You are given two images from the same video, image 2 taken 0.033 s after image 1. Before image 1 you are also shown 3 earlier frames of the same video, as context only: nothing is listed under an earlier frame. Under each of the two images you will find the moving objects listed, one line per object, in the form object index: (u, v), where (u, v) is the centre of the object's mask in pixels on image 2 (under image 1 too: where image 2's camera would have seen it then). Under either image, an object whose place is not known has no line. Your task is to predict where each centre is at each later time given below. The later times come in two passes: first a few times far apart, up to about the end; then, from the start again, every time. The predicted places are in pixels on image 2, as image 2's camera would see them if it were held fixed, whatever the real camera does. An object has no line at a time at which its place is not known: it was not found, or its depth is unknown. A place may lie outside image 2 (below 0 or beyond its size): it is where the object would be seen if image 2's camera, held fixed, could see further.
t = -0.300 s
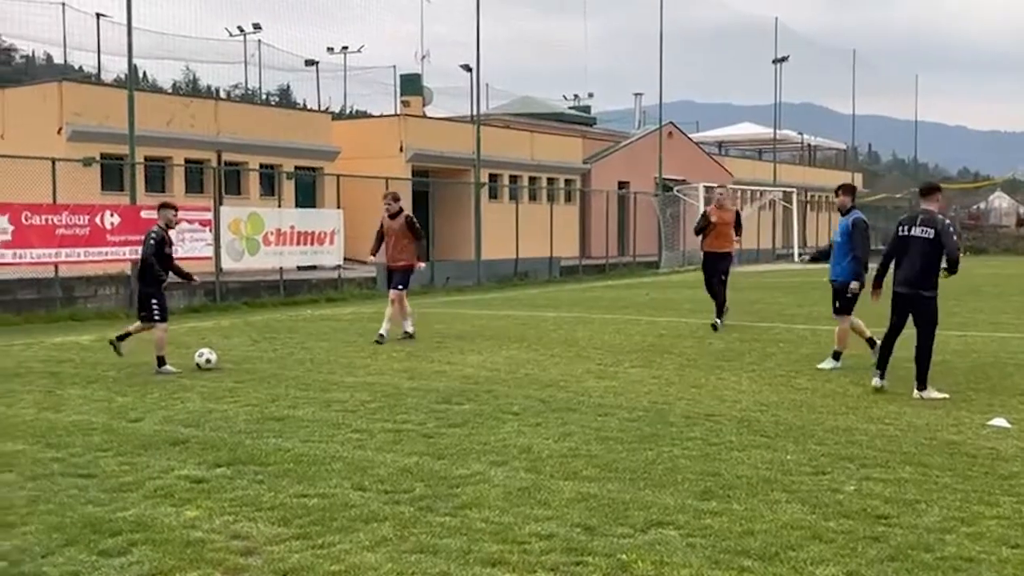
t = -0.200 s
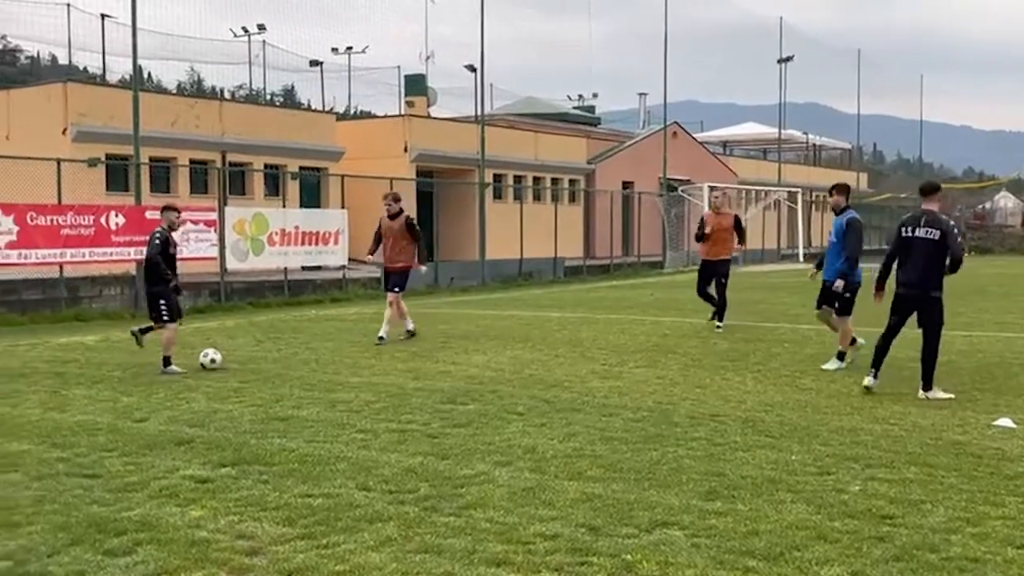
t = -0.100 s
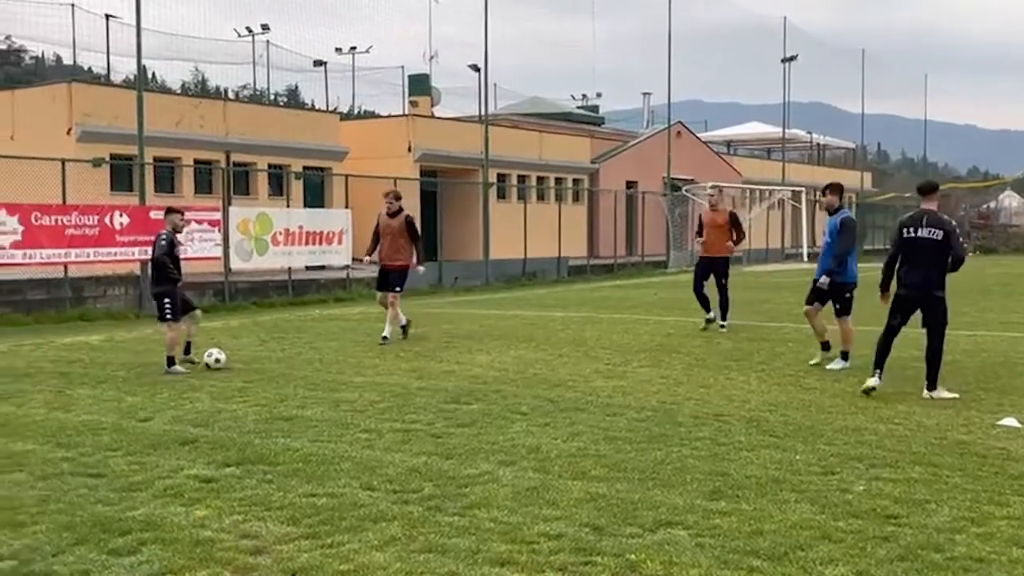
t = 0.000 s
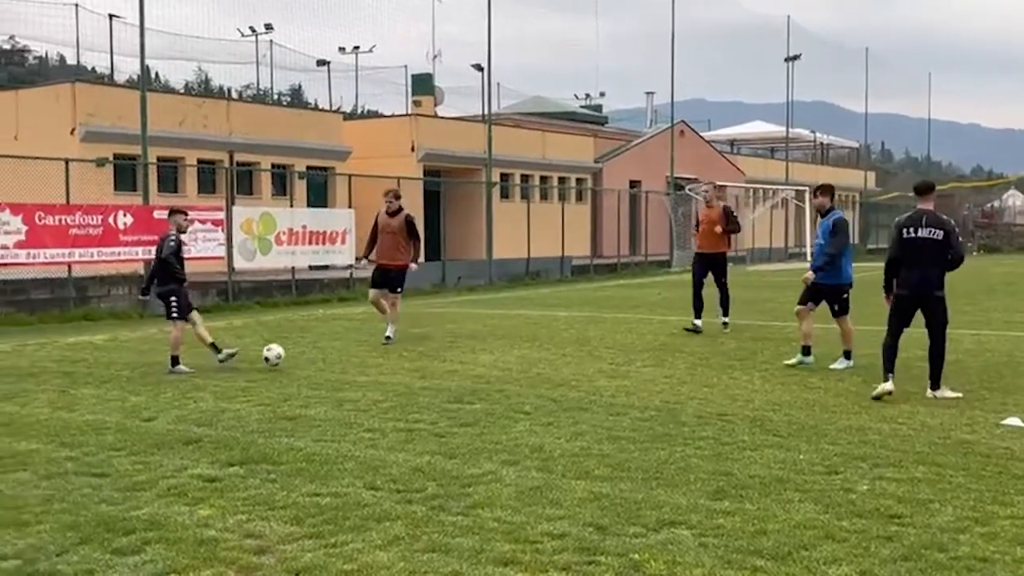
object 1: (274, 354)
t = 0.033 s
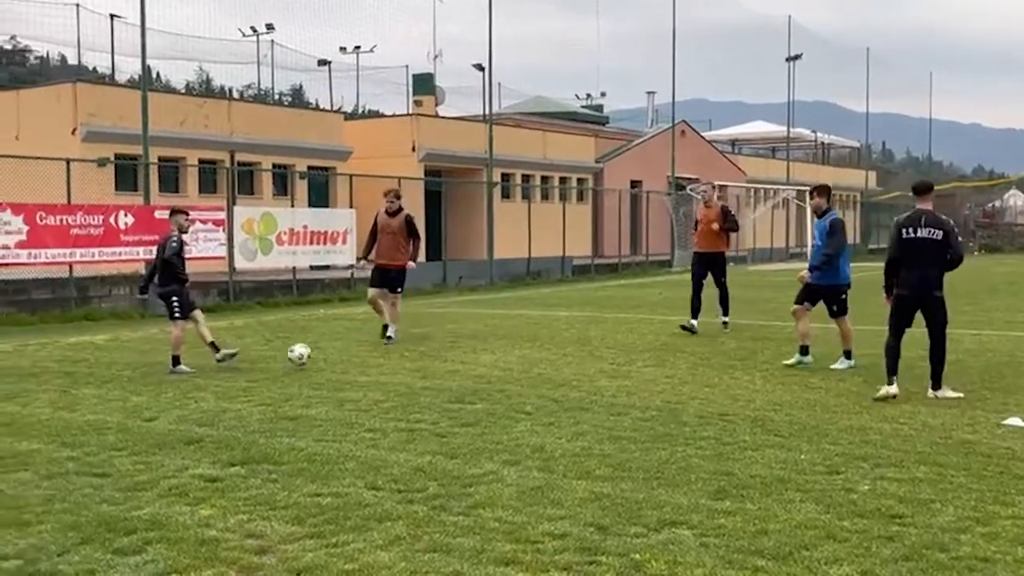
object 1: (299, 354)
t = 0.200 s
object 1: (427, 362)
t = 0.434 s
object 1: (577, 369)
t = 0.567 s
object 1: (652, 373)
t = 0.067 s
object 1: (325, 355)
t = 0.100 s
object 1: (351, 357)
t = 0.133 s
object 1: (377, 359)
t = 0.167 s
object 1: (404, 363)
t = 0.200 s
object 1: (427, 362)
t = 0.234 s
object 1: (447, 361)
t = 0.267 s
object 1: (469, 359)
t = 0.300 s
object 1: (490, 359)
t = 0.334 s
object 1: (512, 361)
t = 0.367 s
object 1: (535, 363)
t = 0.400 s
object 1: (557, 368)
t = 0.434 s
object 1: (577, 369)
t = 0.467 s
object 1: (596, 369)
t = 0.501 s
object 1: (614, 371)
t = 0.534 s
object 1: (634, 372)
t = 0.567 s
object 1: (652, 373)
